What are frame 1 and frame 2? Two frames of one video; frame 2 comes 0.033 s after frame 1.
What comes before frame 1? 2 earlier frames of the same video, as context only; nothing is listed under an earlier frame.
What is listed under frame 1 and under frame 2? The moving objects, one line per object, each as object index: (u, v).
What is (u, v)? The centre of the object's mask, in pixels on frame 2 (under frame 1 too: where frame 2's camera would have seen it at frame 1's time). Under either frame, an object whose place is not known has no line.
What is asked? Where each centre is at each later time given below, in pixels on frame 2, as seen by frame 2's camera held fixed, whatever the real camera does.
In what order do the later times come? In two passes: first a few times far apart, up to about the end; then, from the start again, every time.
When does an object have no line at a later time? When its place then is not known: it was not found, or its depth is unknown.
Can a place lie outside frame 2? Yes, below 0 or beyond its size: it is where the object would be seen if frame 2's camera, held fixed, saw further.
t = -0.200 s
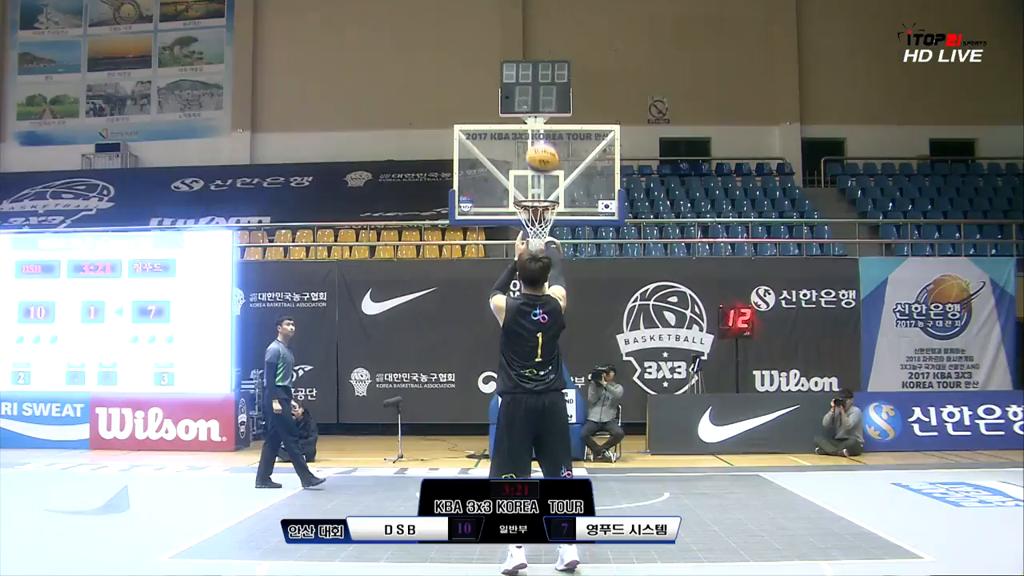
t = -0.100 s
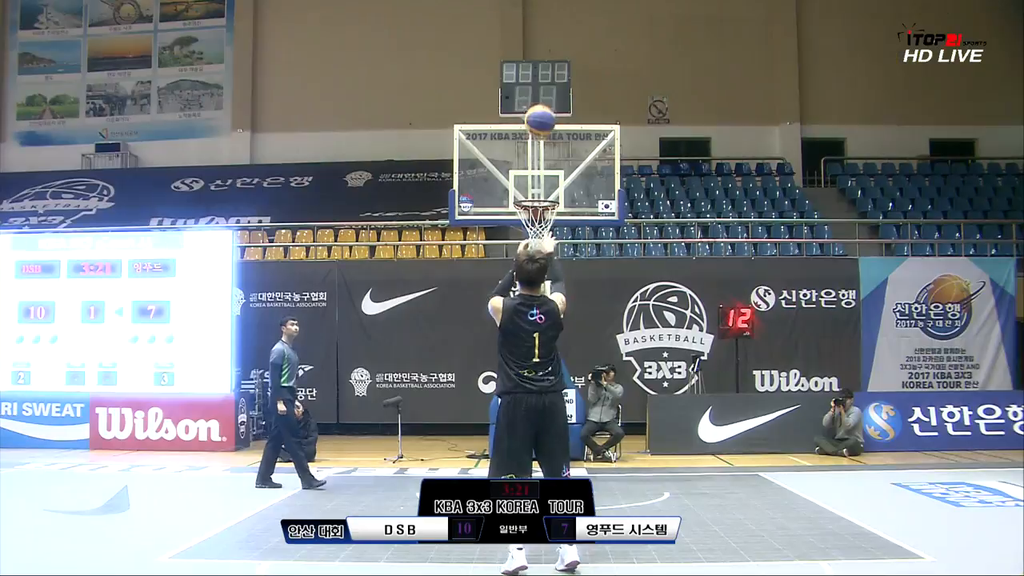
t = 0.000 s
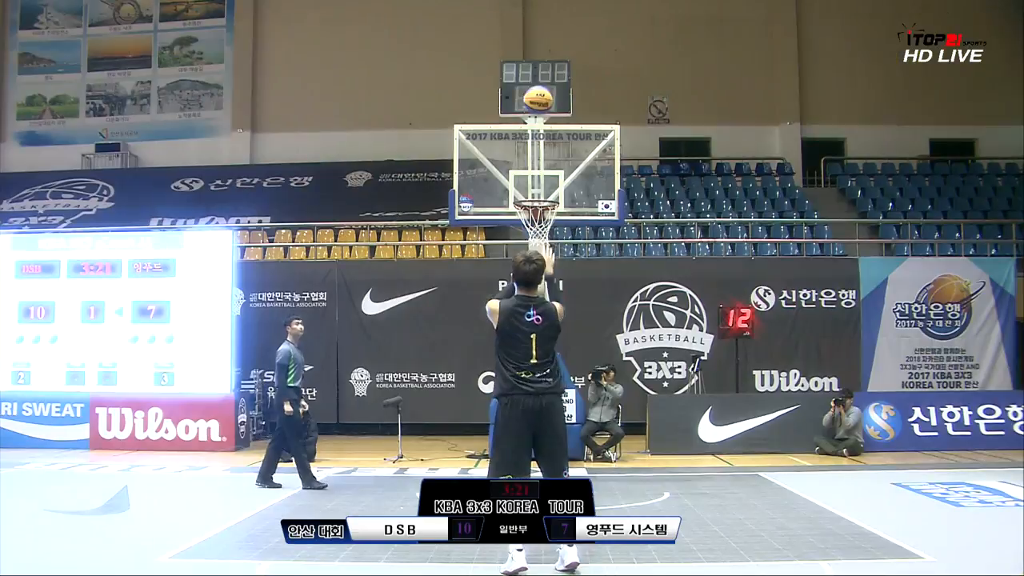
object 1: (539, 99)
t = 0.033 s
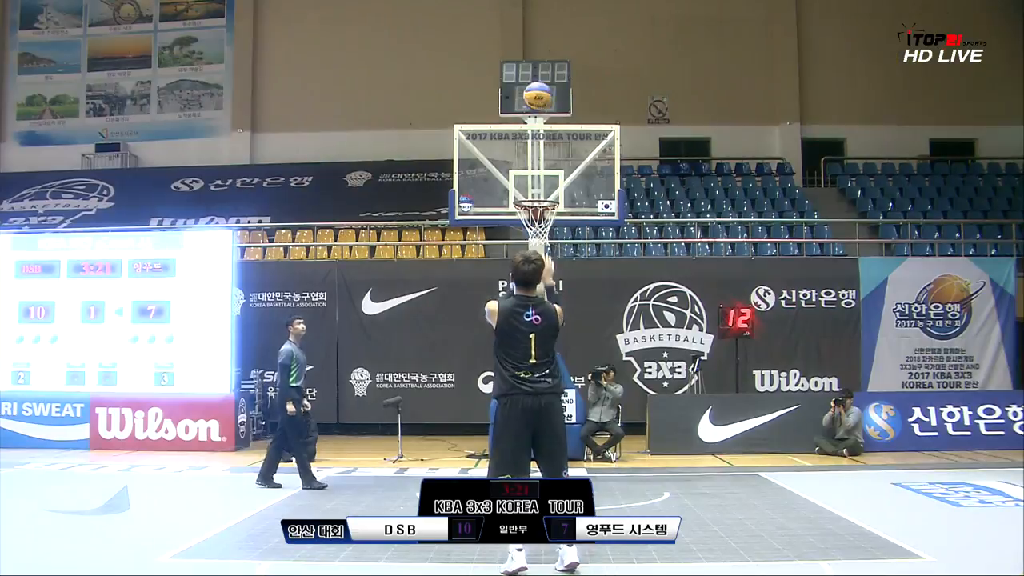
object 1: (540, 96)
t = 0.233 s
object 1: (539, 96)
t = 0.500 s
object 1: (534, 149)
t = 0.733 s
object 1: (533, 211)
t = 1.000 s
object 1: (546, 276)
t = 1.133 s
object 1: (555, 329)
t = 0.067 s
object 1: (538, 93)
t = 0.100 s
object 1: (538, 92)
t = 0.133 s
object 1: (539, 92)
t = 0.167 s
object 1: (538, 92)
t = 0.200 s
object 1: (539, 93)
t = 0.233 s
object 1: (539, 96)
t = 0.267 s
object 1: (539, 98)
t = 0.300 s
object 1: (535, 103)
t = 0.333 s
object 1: (535, 110)
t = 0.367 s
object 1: (535, 115)
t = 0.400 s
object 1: (535, 123)
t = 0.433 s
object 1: (535, 130)
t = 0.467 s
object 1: (535, 141)
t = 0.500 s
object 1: (534, 149)
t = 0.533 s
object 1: (534, 158)
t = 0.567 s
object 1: (534, 169)
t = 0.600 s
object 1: (534, 179)
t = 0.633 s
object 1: (534, 186)
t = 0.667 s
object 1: (533, 191)
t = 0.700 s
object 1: (532, 200)
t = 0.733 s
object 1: (533, 211)
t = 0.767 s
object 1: (535, 216)
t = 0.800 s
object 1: (537, 227)
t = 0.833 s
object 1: (539, 232)
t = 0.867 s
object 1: (540, 241)
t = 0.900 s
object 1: (541, 246)
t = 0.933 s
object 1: (543, 255)
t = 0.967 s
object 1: (544, 265)
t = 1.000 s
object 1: (546, 276)
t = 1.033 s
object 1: (548, 287)
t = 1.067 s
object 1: (548, 299)
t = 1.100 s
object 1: (551, 312)
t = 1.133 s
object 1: (555, 329)
